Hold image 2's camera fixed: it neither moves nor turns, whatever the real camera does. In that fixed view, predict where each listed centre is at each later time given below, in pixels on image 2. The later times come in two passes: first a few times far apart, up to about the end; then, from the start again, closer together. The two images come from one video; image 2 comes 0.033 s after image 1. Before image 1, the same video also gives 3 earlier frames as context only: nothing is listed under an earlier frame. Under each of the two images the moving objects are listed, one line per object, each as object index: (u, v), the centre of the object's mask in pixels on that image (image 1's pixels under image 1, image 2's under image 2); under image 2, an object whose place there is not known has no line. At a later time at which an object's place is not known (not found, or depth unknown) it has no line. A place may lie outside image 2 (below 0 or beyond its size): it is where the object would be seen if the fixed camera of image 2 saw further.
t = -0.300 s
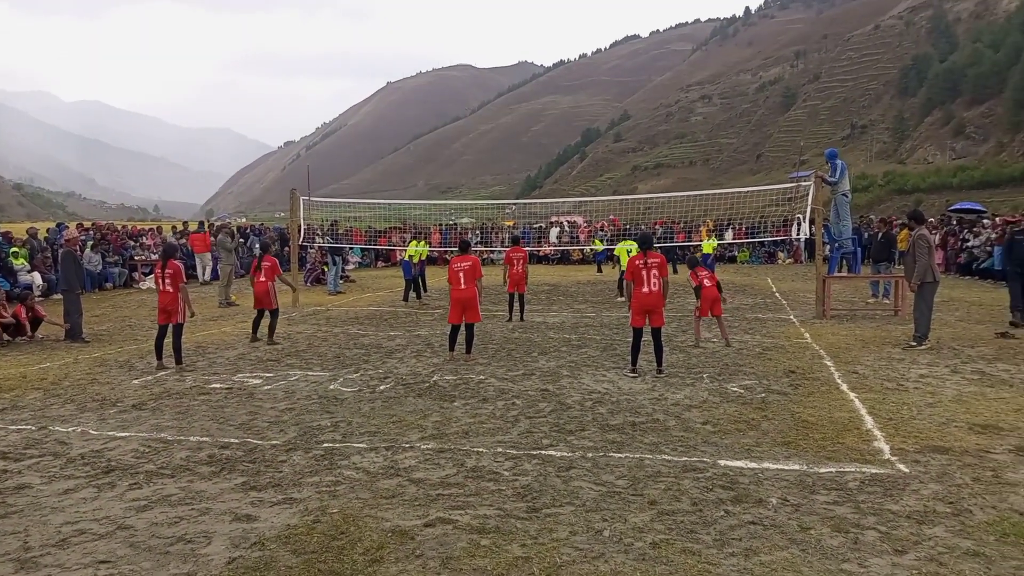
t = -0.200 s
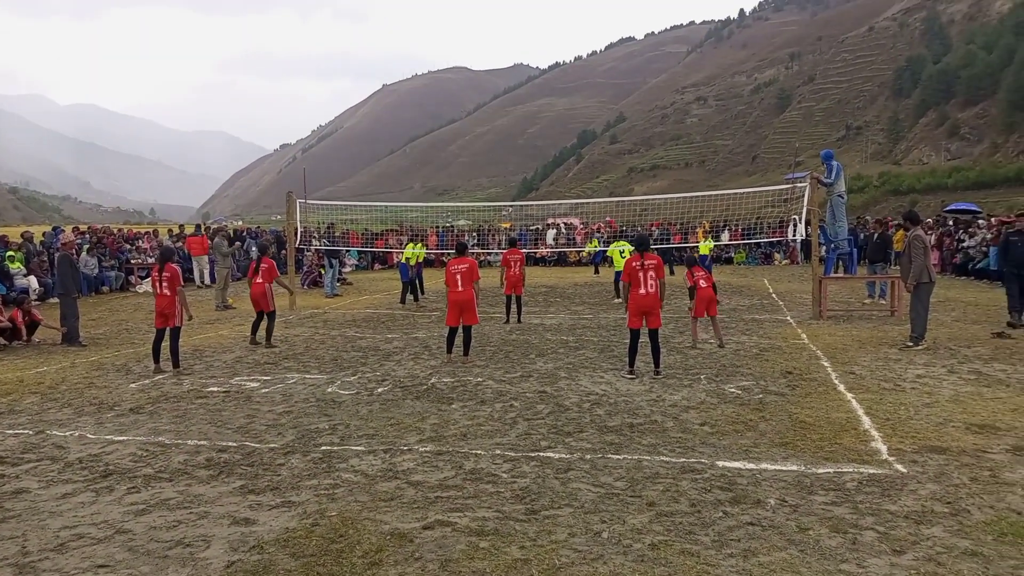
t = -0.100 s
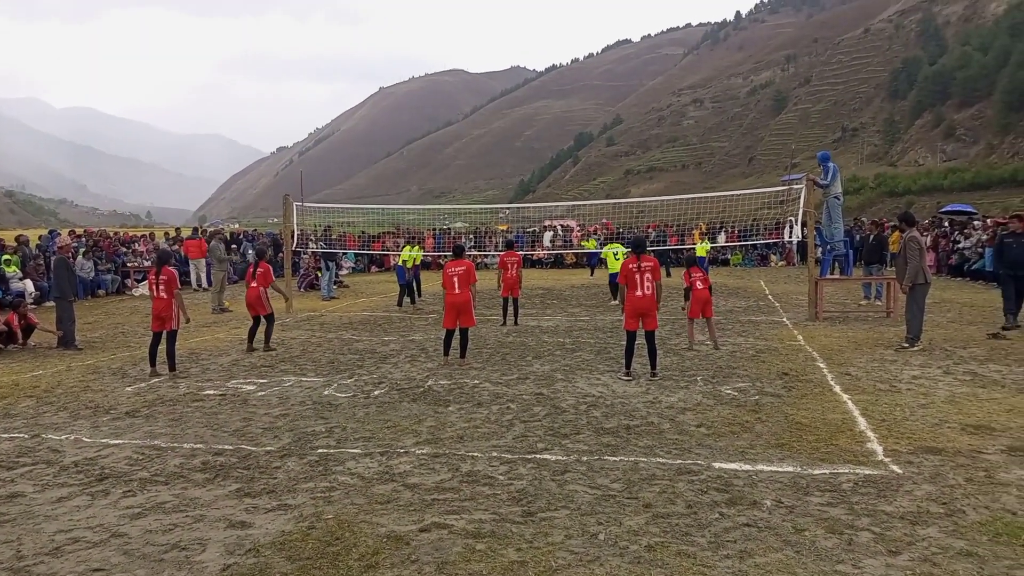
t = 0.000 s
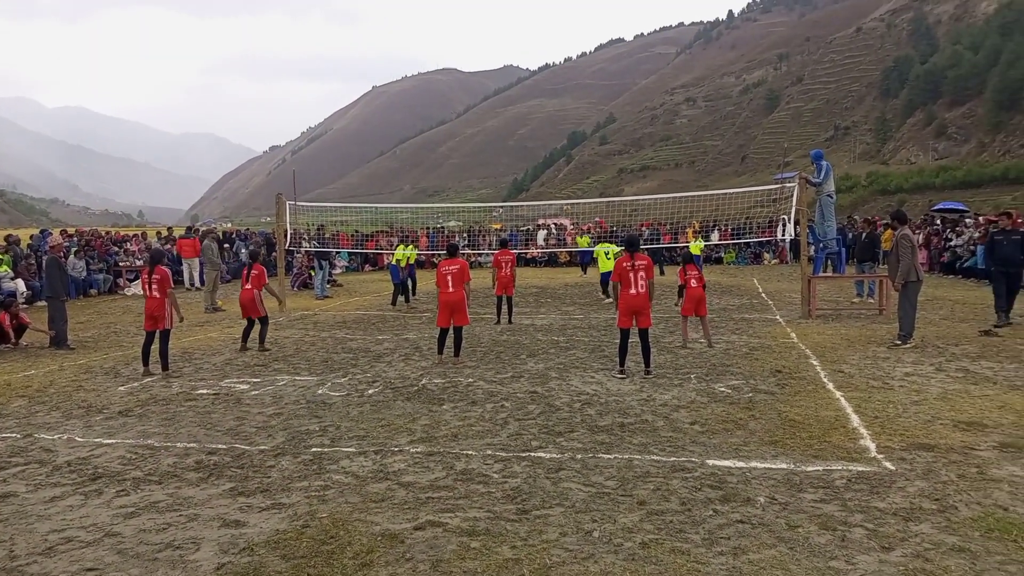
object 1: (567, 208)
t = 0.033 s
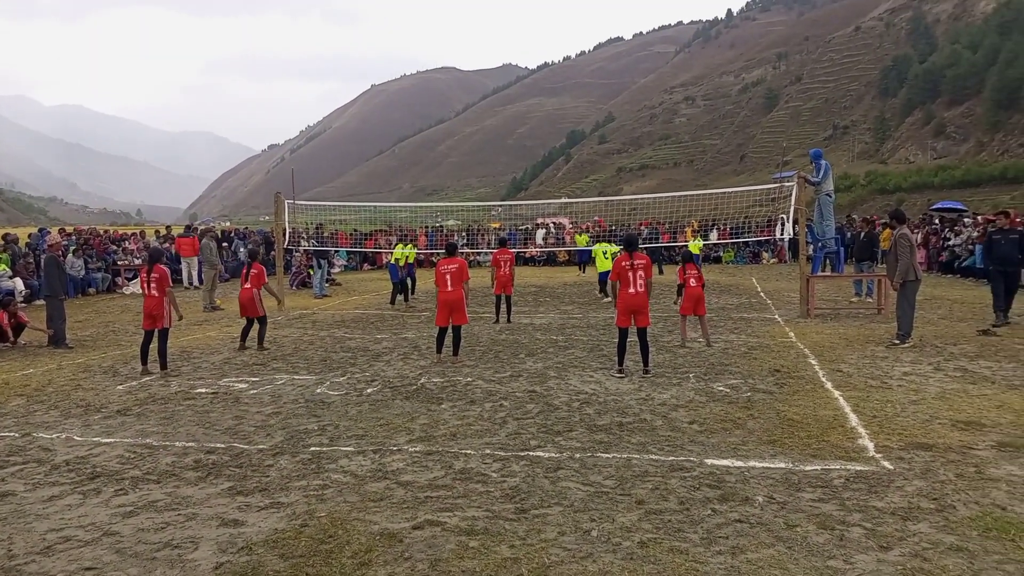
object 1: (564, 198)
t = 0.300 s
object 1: (551, 147)
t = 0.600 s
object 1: (529, 112)
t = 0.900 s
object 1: (503, 118)
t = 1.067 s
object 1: (485, 148)
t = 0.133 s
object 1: (560, 179)
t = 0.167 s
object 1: (558, 172)
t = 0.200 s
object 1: (557, 165)
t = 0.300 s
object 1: (551, 147)
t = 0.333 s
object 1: (549, 141)
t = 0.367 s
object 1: (547, 136)
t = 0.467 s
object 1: (541, 123)
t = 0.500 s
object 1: (538, 120)
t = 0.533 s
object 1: (535, 117)
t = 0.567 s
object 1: (532, 114)
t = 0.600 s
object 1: (529, 112)
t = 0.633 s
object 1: (526, 110)
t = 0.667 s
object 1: (523, 109)
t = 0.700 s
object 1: (520, 109)
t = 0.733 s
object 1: (518, 109)
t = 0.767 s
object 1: (514, 110)
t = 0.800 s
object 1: (512, 110)
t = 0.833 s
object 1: (509, 112)
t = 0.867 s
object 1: (506, 115)
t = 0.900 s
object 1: (503, 118)
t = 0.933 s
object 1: (500, 122)
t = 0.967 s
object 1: (496, 127)
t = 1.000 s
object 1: (492, 133)
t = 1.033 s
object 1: (489, 140)
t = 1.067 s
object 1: (485, 148)
